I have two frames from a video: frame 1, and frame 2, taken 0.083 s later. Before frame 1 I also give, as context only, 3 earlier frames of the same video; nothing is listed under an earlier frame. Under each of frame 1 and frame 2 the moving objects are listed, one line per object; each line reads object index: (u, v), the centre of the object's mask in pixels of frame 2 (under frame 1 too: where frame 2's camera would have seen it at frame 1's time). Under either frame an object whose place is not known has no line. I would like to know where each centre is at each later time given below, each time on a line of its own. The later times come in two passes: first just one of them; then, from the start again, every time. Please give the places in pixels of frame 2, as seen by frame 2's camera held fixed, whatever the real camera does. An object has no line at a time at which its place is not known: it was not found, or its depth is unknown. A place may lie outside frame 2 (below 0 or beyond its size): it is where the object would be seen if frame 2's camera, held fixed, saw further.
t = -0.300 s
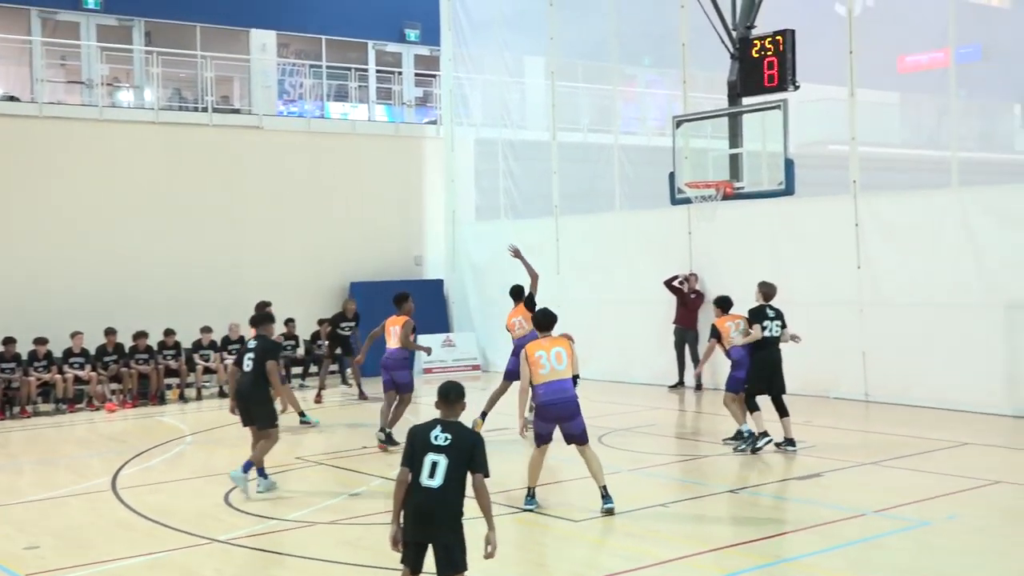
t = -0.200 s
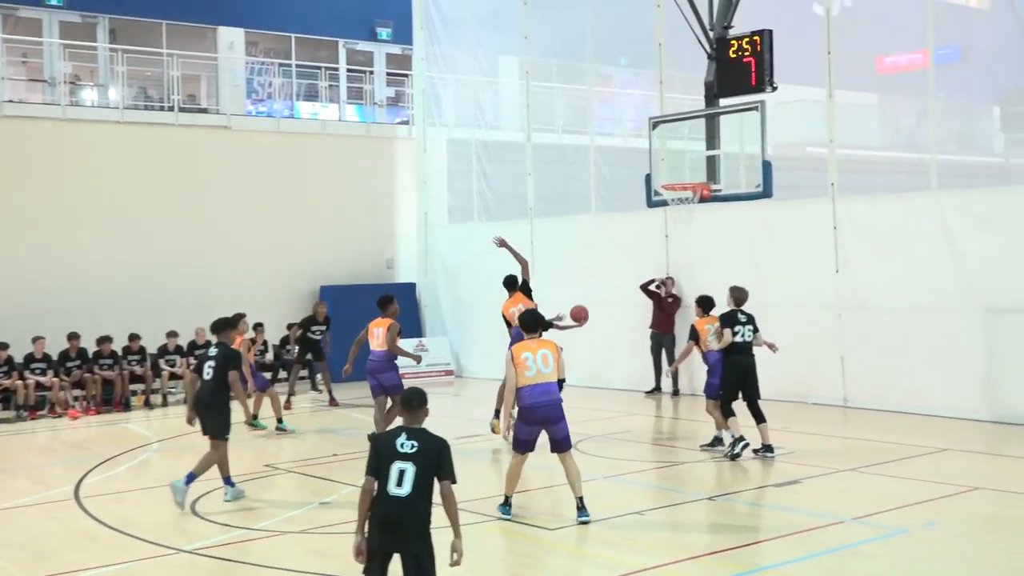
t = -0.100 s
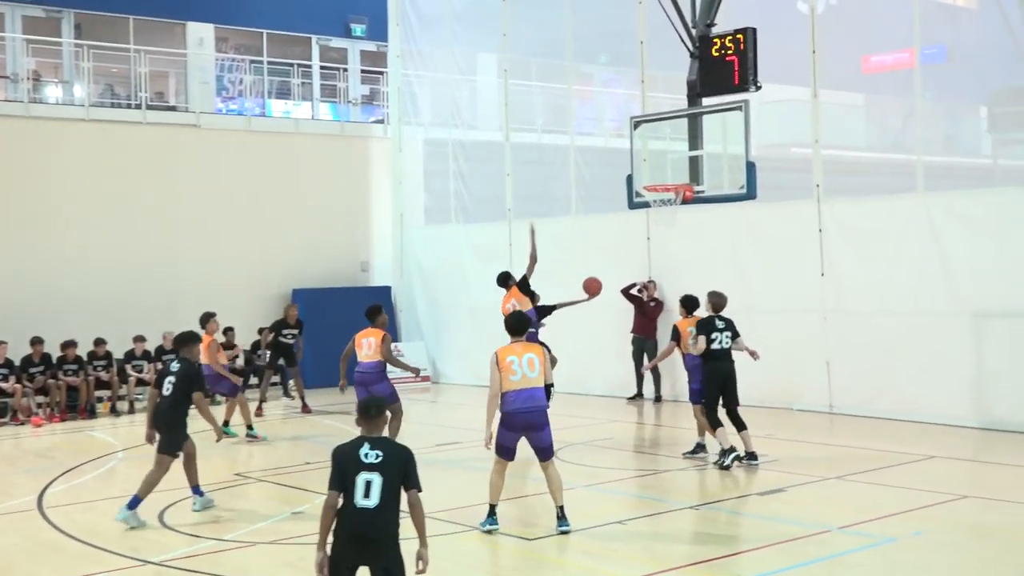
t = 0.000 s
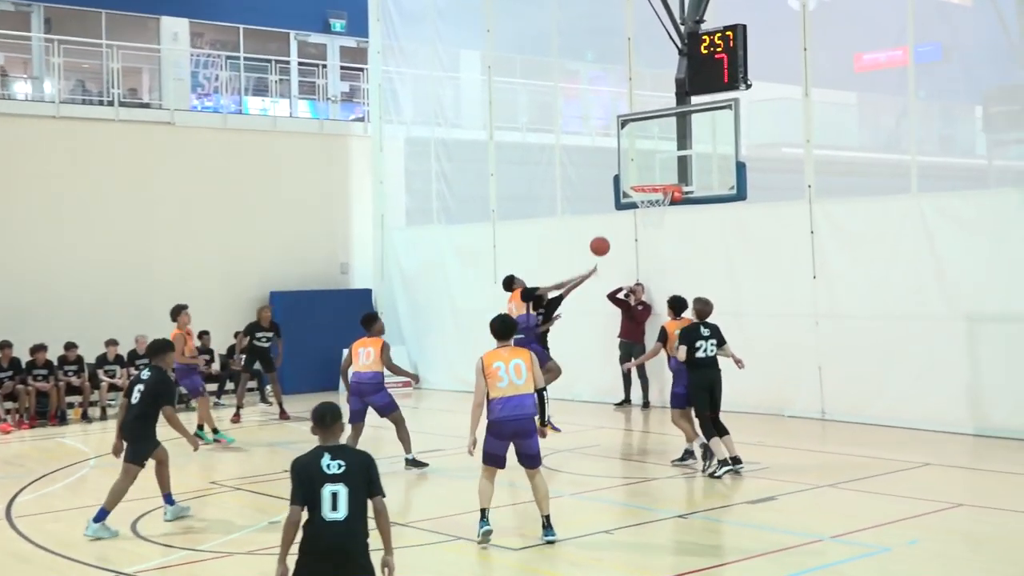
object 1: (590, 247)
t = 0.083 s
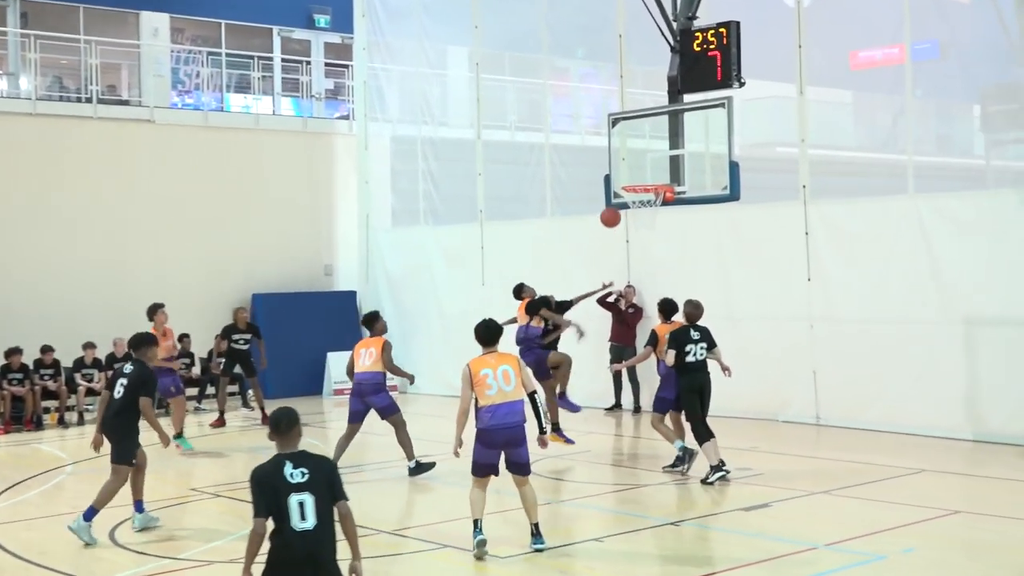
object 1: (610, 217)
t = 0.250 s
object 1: (645, 176)
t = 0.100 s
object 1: (614, 213)
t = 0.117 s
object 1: (618, 207)
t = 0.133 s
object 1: (620, 204)
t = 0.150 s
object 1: (622, 201)
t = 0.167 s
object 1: (638, 196)
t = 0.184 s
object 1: (635, 182)
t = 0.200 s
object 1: (640, 181)
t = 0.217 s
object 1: (643, 179)
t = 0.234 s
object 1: (645, 177)
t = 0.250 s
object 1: (645, 176)
